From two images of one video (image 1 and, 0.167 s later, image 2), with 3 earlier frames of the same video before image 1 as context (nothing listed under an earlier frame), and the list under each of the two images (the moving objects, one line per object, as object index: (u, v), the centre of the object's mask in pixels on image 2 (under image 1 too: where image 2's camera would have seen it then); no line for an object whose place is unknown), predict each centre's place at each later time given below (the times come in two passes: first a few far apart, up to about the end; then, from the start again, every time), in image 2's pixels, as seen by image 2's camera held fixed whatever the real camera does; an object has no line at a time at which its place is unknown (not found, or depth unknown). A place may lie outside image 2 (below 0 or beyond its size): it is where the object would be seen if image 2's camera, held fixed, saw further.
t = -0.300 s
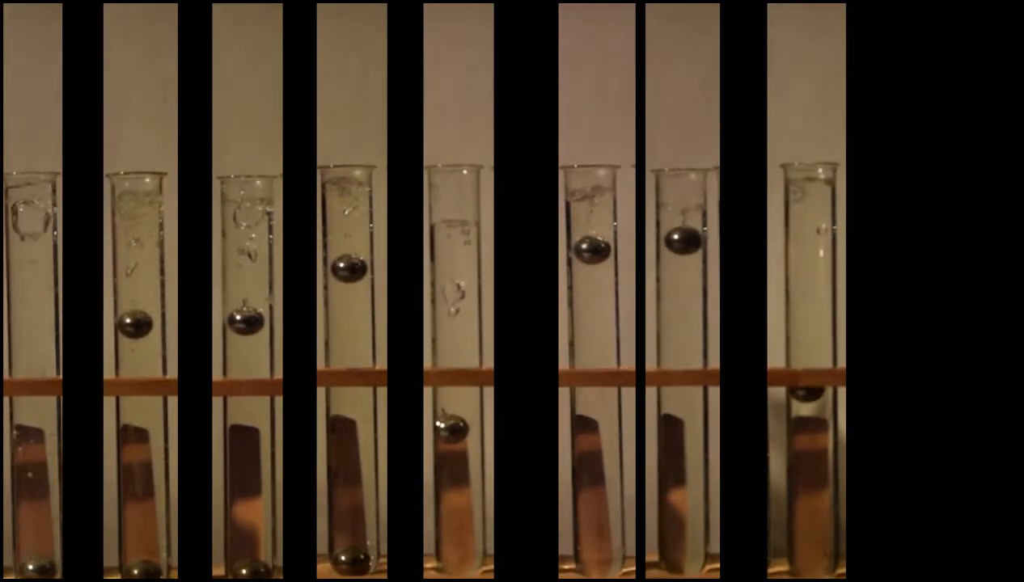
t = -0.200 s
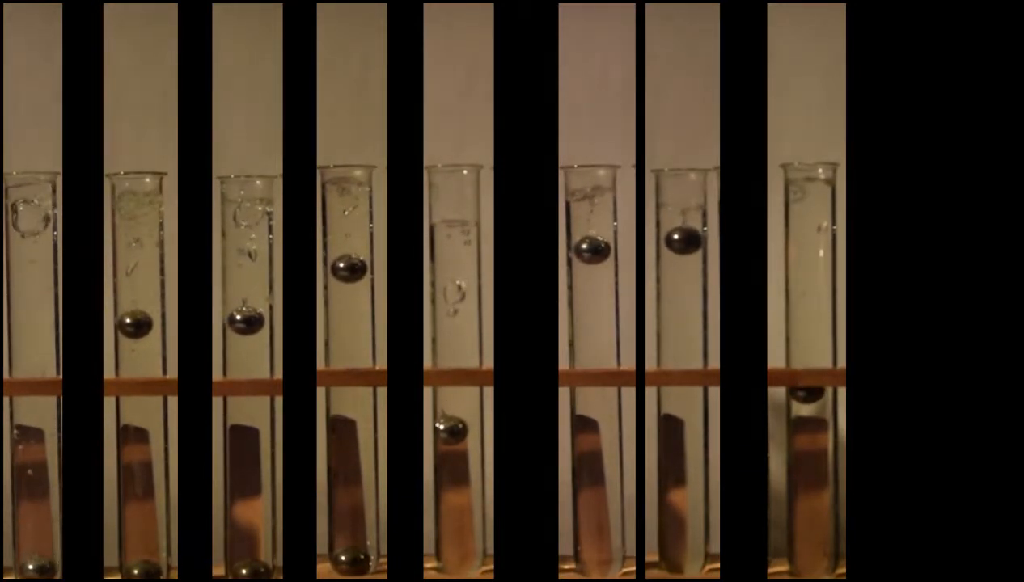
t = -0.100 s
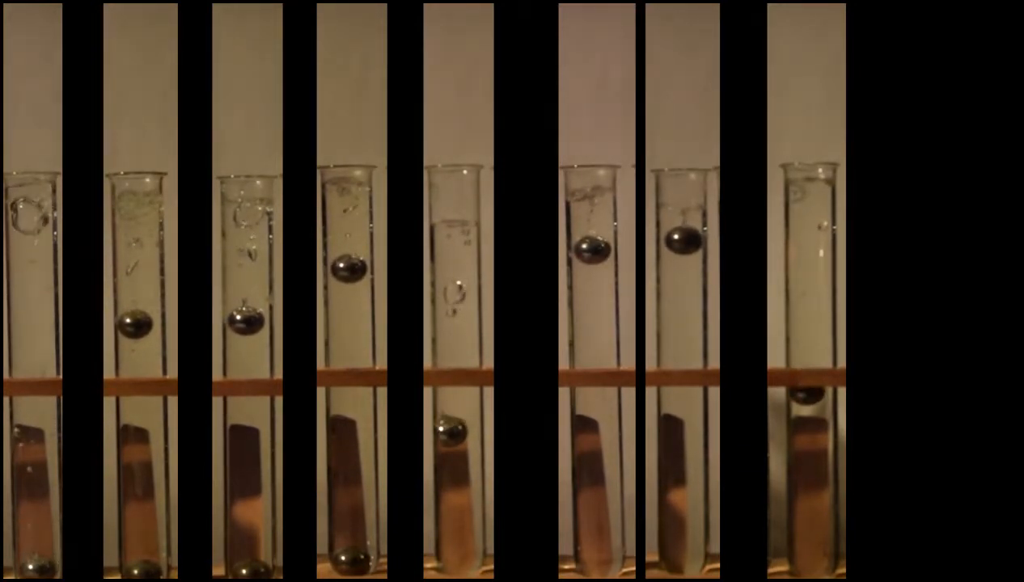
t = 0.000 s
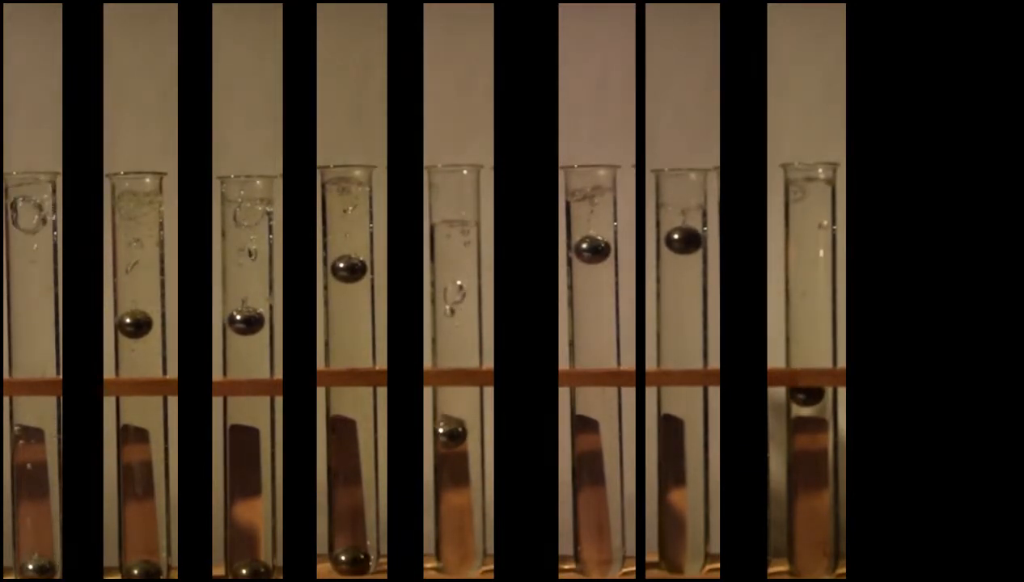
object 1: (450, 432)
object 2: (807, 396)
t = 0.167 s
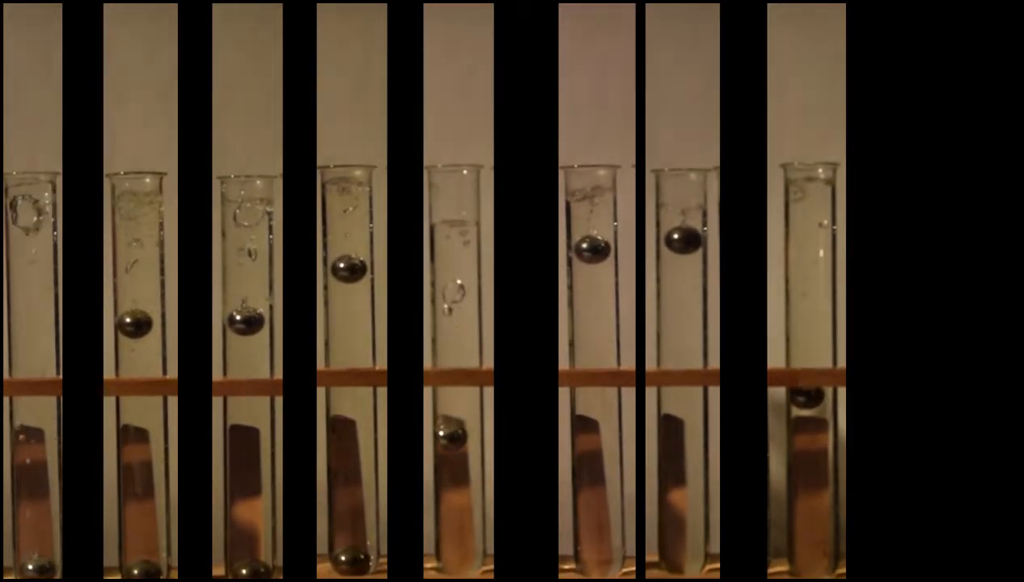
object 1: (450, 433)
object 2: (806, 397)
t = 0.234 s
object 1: (451, 433)
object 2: (806, 398)
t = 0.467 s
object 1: (450, 434)
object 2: (806, 400)
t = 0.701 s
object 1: (450, 437)
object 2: (806, 402)
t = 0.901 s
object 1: (450, 437)
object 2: (806, 404)
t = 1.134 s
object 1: (450, 439)
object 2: (806, 407)
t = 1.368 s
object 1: (450, 441)
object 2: (807, 409)
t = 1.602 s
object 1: (448, 445)
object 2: (806, 412)
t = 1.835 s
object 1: (447, 449)
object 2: (806, 413)
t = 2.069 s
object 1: (449, 467)
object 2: (807, 414)
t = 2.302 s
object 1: (450, 474)
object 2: (807, 417)
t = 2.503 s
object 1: (450, 480)
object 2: (808, 421)
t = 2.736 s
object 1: (450, 487)
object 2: (808, 424)
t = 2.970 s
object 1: (451, 494)
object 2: (807, 427)
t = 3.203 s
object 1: (451, 500)
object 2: (808, 430)
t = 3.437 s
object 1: (451, 505)
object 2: (808, 431)
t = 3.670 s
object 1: (452, 511)
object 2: (808, 432)
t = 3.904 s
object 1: (452, 517)
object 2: (808, 433)
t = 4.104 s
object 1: (453, 521)
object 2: (808, 434)
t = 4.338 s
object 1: (453, 525)
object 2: (808, 435)
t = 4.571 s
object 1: (453, 531)
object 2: (809, 435)
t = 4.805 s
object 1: (453, 536)
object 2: (809, 435)
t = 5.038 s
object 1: (453, 541)
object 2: (809, 436)
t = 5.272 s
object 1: (454, 547)
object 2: (808, 437)
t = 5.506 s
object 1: (453, 554)
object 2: (808, 438)
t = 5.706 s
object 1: (454, 558)
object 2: (807, 440)
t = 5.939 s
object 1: (455, 558)
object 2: (806, 441)
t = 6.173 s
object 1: (455, 558)
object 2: (808, 443)
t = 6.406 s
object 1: (454, 558)
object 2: (805, 445)
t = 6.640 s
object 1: (453, 558)
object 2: (805, 449)
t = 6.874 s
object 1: (453, 559)
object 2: (809, 463)
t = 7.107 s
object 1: (454, 559)
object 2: (811, 469)
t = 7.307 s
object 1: (454, 559)
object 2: (811, 472)
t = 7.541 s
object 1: (454, 560)
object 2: (808, 471)
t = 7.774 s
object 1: (453, 560)
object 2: (809, 474)
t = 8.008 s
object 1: (453, 560)
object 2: (809, 478)
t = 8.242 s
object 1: (453, 560)
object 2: (809, 483)
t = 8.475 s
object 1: (453, 560)
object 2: (808, 486)
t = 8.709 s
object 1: (453, 560)
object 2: (808, 491)
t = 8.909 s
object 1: (453, 560)
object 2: (809, 497)
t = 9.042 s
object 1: (453, 560)
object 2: (809, 499)
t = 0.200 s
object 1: (450, 434)
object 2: (806, 398)
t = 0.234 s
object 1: (451, 433)
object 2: (806, 398)
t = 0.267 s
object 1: (450, 434)
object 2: (806, 398)
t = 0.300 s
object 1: (451, 434)
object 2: (806, 398)
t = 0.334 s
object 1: (450, 435)
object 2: (806, 399)
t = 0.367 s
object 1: (451, 434)
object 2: (806, 399)
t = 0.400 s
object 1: (451, 434)
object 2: (807, 399)
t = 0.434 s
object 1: (450, 436)
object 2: (807, 400)
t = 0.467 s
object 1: (450, 434)
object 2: (806, 400)
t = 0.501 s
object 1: (450, 434)
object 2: (807, 400)
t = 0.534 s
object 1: (450, 434)
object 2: (806, 400)
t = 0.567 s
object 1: (450, 434)
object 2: (806, 400)
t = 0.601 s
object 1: (450, 434)
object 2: (806, 401)
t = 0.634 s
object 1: (450, 436)
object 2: (806, 401)
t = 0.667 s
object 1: (450, 435)
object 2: (806, 402)
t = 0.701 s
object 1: (450, 437)
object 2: (806, 402)
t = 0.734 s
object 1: (450, 436)
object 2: (806, 403)
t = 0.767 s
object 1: (450, 437)
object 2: (806, 403)
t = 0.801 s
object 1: (450, 436)
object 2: (806, 403)
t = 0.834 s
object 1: (450, 438)
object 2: (806, 404)
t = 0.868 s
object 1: (450, 438)
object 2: (806, 404)
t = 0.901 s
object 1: (450, 437)
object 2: (806, 404)
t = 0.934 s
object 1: (450, 438)
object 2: (806, 405)
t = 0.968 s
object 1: (450, 439)
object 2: (806, 406)
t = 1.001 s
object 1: (450, 439)
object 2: (806, 406)
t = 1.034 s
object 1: (450, 438)
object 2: (806, 406)
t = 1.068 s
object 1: (450, 439)
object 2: (806, 406)
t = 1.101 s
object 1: (449, 440)
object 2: (806, 407)
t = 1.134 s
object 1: (450, 439)
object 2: (806, 407)
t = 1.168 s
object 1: (449, 440)
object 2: (806, 407)
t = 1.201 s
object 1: (449, 439)
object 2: (806, 408)
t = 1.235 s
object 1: (450, 440)
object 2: (806, 408)
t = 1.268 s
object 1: (450, 441)
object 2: (806, 408)
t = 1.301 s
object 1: (450, 441)
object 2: (806, 408)
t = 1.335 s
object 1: (450, 441)
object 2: (806, 409)
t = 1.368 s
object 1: (450, 441)
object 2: (807, 409)
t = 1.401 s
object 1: (450, 442)
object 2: (807, 409)
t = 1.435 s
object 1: (449, 441)
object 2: (807, 411)
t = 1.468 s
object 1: (450, 442)
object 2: (807, 411)
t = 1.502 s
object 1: (449, 442)
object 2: (807, 411)
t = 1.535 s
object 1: (450, 443)
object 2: (807, 410)
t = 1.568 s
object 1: (448, 443)
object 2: (806, 411)
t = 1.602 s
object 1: (448, 445)
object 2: (806, 412)
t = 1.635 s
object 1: (449, 445)
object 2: (807, 411)
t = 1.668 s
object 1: (449, 446)
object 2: (806, 412)
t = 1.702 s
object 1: (447, 446)
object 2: (806, 412)
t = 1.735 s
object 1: (449, 448)
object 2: (806, 412)
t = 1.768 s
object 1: (449, 448)
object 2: (806, 413)
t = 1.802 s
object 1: (449, 448)
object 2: (806, 413)
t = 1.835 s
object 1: (447, 449)
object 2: (806, 413)
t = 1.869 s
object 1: (449, 451)
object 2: (807, 413)
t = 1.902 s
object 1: (449, 451)
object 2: (806, 414)
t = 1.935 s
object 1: (448, 451)
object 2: (806, 414)
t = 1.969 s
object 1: (447, 451)
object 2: (807, 414)
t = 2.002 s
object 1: (447, 452)
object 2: (806, 414)
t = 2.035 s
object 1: (450, 466)
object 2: (807, 415)
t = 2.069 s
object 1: (449, 467)
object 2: (807, 414)
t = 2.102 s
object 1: (450, 468)
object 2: (807, 414)
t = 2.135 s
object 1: (450, 469)
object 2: (807, 415)
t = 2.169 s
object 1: (450, 470)
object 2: (807, 415)
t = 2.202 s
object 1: (450, 471)
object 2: (807, 415)
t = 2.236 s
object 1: (450, 472)
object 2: (807, 416)
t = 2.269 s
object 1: (450, 473)
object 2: (807, 416)
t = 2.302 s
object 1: (450, 474)
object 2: (807, 417)
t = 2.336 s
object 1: (450, 475)
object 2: (808, 417)
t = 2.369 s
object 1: (450, 476)
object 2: (808, 418)
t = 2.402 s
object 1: (450, 477)
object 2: (807, 419)
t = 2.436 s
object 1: (450, 478)
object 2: (808, 420)
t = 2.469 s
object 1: (450, 479)
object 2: (808, 420)
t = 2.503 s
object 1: (450, 480)
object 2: (808, 421)
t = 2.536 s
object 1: (450, 481)
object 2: (808, 421)
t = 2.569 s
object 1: (450, 482)
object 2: (808, 422)
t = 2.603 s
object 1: (450, 483)
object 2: (808, 422)
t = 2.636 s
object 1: (450, 484)
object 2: (808, 423)
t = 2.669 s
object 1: (450, 485)
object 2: (808, 423)
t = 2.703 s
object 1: (450, 486)
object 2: (808, 424)
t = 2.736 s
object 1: (450, 487)
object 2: (808, 424)
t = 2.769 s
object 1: (450, 488)
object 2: (808, 425)
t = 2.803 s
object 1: (450, 489)
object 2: (808, 425)
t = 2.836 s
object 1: (450, 490)
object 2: (808, 425)
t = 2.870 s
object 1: (451, 491)
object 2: (808, 426)
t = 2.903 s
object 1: (451, 492)
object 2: (808, 426)
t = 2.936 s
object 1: (450, 493)
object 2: (808, 427)
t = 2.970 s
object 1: (451, 494)
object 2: (807, 427)
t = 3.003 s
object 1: (451, 495)
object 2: (807, 428)
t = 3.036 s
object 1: (451, 495)
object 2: (807, 428)
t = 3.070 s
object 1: (451, 496)
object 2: (807, 429)
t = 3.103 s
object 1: (451, 497)
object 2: (808, 429)
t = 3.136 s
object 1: (451, 498)
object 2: (807, 429)
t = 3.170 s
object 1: (451, 499)
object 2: (808, 430)
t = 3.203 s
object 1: (451, 500)
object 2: (808, 430)
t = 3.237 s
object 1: (451, 500)
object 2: (808, 430)
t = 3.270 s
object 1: (451, 501)
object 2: (808, 430)
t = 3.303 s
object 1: (451, 502)
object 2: (808, 431)
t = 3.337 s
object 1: (451, 503)
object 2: (808, 431)
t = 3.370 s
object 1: (451, 503)
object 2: (808, 431)
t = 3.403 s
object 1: (452, 504)
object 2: (808, 431)
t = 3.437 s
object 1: (451, 505)
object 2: (808, 431)
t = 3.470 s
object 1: (451, 506)
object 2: (808, 432)
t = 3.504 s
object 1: (451, 507)
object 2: (808, 432)
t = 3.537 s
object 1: (452, 508)
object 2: (808, 432)
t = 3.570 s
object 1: (452, 508)
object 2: (808, 432)
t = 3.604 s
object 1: (452, 509)
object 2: (808, 432)
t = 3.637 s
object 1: (452, 510)
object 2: (808, 432)
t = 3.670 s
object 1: (452, 511)
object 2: (808, 432)
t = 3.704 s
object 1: (452, 512)
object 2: (808, 432)
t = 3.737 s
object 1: (452, 512)
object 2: (808, 433)
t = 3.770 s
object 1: (452, 513)
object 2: (808, 433)
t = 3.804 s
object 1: (452, 514)
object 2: (808, 433)
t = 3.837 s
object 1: (452, 515)
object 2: (808, 433)
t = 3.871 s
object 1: (452, 516)
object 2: (808, 433)
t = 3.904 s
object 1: (452, 517)
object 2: (808, 433)
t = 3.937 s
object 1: (452, 518)
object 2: (808, 433)
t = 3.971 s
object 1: (452, 518)
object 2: (808, 433)
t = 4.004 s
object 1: (453, 519)
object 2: (808, 433)
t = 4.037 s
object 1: (452, 519)
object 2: (808, 433)
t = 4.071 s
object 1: (453, 520)
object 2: (808, 434)
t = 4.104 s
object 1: (453, 521)
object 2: (808, 434)
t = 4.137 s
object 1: (453, 522)
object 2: (808, 434)
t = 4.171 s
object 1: (453, 522)
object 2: (808, 434)
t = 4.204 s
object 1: (453, 523)
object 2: (808, 434)
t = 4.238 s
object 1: (453, 524)
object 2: (808, 434)
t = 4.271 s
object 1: (453, 524)
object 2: (808, 435)
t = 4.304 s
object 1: (453, 525)
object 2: (808, 435)
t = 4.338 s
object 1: (453, 525)
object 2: (808, 435)
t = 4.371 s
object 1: (453, 526)
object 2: (808, 435)
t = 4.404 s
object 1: (453, 527)
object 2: (808, 435)
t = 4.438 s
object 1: (453, 528)
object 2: (808, 435)
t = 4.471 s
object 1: (453, 529)
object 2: (808, 435)
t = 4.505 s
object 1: (453, 530)
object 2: (808, 435)
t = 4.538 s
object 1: (453, 530)
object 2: (808, 435)
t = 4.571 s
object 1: (453, 531)
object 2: (809, 435)
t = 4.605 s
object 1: (454, 532)
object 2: (808, 435)
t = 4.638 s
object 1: (454, 533)
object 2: (809, 435)
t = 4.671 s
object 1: (454, 533)
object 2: (809, 435)
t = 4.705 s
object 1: (453, 533)
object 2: (809, 435)
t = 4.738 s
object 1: (453, 534)
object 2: (809, 435)
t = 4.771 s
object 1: (454, 535)
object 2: (809, 435)
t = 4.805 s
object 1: (453, 536)
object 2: (809, 435)
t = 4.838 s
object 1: (454, 536)
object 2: (809, 435)
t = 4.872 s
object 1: (453, 537)
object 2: (809, 436)
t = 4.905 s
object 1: (453, 538)
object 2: (809, 436)
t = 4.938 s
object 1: (453, 538)
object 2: (808, 436)
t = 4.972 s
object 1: (454, 539)
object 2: (809, 436)
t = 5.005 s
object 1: (454, 540)
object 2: (809, 436)
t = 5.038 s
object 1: (453, 541)
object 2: (809, 436)
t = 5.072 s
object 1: (454, 541)
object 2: (809, 436)
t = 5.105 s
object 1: (454, 542)
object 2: (809, 436)
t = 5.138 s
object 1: (454, 543)
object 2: (808, 436)
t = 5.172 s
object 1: (454, 544)
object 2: (808, 436)
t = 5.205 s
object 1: (454, 545)
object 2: (809, 437)
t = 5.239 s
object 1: (454, 546)
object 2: (808, 437)
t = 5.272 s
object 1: (454, 547)
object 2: (808, 437)
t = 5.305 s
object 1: (454, 548)
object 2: (808, 437)
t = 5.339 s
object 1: (454, 549)
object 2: (808, 438)
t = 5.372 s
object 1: (453, 549)
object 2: (808, 438)
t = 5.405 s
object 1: (454, 550)
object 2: (808, 438)
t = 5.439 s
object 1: (454, 552)
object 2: (808, 438)
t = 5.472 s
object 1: (453, 553)
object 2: (808, 438)
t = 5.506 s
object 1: (453, 554)
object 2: (808, 438)
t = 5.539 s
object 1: (453, 554)
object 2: (808, 439)
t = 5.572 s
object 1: (453, 556)
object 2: (808, 439)
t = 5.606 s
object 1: (453, 556)
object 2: (808, 439)
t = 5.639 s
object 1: (454, 556)
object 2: (808, 439)
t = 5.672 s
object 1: (454, 557)
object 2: (808, 439)
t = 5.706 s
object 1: (454, 558)
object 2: (807, 440)
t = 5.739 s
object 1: (454, 558)
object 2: (807, 440)
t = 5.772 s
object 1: (454, 558)
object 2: (807, 440)
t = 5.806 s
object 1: (454, 558)
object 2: (807, 440)
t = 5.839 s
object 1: (454, 558)
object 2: (807, 440)
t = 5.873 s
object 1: (454, 558)
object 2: (807, 441)
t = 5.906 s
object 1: (455, 558)
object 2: (807, 441)
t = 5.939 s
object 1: (455, 558)
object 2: (806, 441)
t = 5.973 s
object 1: (455, 558)
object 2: (806, 442)
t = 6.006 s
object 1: (455, 558)
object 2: (806, 442)
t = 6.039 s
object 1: (455, 558)
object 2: (806, 442)
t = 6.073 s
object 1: (454, 558)
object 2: (806, 442)
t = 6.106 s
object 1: (455, 558)
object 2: (806, 443)
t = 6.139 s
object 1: (455, 558)
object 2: (805, 443)
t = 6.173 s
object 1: (455, 558)
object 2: (808, 443)
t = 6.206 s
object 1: (454, 558)
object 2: (805, 444)
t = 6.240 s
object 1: (454, 558)
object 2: (805, 444)
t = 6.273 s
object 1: (454, 558)
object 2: (805, 444)
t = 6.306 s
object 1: (454, 558)
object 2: (808, 444)
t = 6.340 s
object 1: (454, 558)
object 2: (805, 445)
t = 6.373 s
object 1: (454, 558)
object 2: (808, 444)
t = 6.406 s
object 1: (454, 558)
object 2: (805, 445)
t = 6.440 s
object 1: (453, 558)
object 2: (808, 444)
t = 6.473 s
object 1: (453, 558)
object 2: (806, 446)
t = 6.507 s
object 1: (453, 558)
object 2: (806, 446)
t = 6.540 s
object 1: (453, 559)
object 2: (805, 447)
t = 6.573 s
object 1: (453, 558)
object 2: (805, 447)
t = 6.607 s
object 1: (453, 559)
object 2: (805, 448)
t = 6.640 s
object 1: (453, 558)
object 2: (805, 449)
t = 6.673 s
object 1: (453, 559)
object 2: (806, 453)
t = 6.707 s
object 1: (453, 559)
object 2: (806, 454)
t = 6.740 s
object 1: (453, 559)
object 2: (808, 461)
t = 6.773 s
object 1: (453, 559)
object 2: (809, 464)
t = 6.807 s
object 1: (453, 559)
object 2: (808, 462)
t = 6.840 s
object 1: (453, 559)
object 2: (809, 463)
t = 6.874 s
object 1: (453, 559)
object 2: (809, 463)
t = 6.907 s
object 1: (453, 559)
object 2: (809, 463)
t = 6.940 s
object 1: (453, 559)
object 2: (810, 467)
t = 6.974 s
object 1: (453, 559)
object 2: (809, 464)
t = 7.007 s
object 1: (453, 559)
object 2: (809, 464)
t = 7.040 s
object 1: (454, 559)
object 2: (809, 464)
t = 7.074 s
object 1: (454, 559)
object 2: (809, 465)
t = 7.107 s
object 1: (454, 559)
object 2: (811, 469)
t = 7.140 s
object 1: (454, 559)
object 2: (811, 470)
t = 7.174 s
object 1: (454, 559)
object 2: (811, 471)
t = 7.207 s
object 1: (454, 559)
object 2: (811, 471)
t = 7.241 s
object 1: (454, 559)
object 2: (810, 471)
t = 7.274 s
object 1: (454, 559)
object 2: (811, 471)
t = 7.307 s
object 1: (454, 559)
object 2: (811, 472)
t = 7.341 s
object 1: (454, 559)
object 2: (811, 472)
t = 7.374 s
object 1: (454, 560)
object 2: (808, 470)
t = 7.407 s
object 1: (454, 560)
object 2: (808, 470)
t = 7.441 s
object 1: (454, 560)
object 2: (808, 470)
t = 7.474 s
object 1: (454, 560)
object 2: (808, 470)
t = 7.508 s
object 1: (454, 560)
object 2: (808, 471)
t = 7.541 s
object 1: (454, 560)
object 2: (808, 471)
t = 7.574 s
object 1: (454, 560)
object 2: (808, 472)
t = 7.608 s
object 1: (454, 560)
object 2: (809, 472)
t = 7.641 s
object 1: (454, 560)
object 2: (808, 473)
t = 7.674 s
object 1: (453, 560)
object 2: (809, 473)
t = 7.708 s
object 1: (453, 560)
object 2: (809, 474)
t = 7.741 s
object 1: (453, 560)
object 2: (809, 474)
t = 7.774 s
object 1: (453, 560)
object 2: (809, 474)
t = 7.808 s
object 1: (453, 560)
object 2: (809, 476)
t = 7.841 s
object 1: (453, 560)
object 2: (809, 476)
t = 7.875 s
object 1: (453, 560)
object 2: (809, 476)
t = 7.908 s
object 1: (453, 560)
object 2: (809, 477)
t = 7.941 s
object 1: (453, 560)
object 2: (809, 478)
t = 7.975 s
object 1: (453, 560)
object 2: (809, 478)
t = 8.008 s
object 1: (453, 560)
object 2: (809, 478)
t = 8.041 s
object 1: (453, 560)
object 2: (809, 479)
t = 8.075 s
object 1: (453, 560)
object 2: (809, 479)
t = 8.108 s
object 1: (453, 560)
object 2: (809, 480)
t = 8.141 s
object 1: (453, 560)
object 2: (809, 482)
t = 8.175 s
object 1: (453, 560)
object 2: (809, 482)
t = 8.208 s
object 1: (453, 560)
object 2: (809, 483)
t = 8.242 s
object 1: (453, 560)
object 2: (809, 483)
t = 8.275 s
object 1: (453, 560)
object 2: (808, 483)
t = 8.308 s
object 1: (453, 560)
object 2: (808, 483)
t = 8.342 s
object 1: (453, 560)
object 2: (808, 484)
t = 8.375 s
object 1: (453, 560)
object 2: (808, 484)
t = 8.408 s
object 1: (453, 560)
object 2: (808, 485)
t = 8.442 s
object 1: (453, 560)
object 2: (808, 485)
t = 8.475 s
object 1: (453, 560)
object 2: (808, 486)
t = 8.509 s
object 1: (453, 560)
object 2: (808, 488)
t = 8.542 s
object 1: (453, 560)
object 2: (808, 489)
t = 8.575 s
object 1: (453, 560)
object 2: (808, 488)
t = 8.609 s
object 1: (453, 560)
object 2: (808, 489)
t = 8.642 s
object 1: (453, 560)
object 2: (807, 490)
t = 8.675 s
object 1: (453, 560)
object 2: (808, 490)
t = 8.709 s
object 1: (453, 560)
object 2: (808, 491)
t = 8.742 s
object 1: (453, 560)
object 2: (808, 493)
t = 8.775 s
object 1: (453, 560)
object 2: (808, 494)
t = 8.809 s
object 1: (453, 560)
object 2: (809, 495)
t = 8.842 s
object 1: (453, 560)
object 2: (809, 495)
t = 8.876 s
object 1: (453, 560)
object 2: (809, 496)
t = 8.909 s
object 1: (453, 560)
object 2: (809, 497)
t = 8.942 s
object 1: (453, 560)
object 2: (809, 498)
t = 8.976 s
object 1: (453, 560)
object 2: (809, 498)
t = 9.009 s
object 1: (453, 560)
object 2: (809, 498)
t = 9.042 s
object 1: (453, 560)
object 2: (809, 499)
